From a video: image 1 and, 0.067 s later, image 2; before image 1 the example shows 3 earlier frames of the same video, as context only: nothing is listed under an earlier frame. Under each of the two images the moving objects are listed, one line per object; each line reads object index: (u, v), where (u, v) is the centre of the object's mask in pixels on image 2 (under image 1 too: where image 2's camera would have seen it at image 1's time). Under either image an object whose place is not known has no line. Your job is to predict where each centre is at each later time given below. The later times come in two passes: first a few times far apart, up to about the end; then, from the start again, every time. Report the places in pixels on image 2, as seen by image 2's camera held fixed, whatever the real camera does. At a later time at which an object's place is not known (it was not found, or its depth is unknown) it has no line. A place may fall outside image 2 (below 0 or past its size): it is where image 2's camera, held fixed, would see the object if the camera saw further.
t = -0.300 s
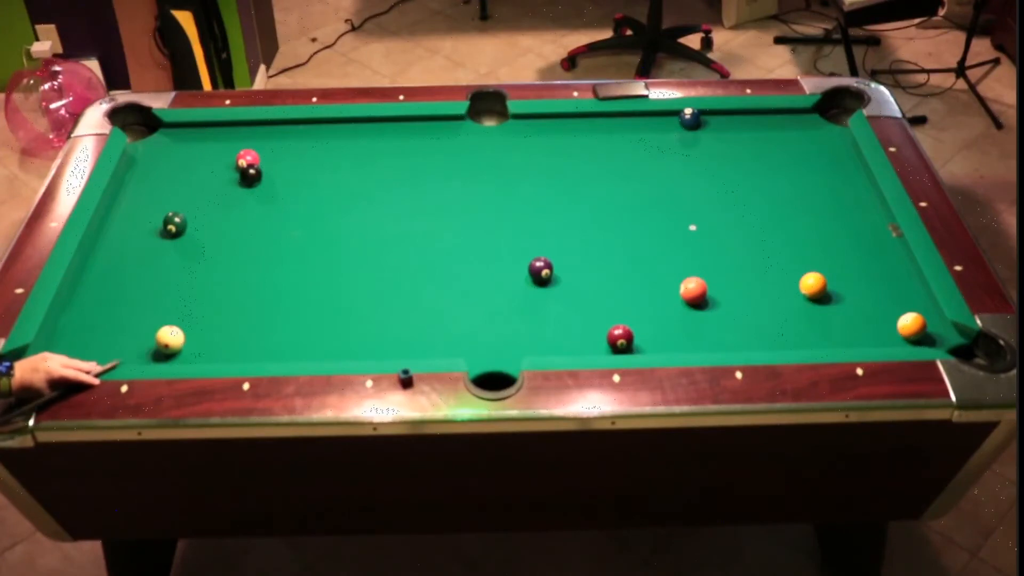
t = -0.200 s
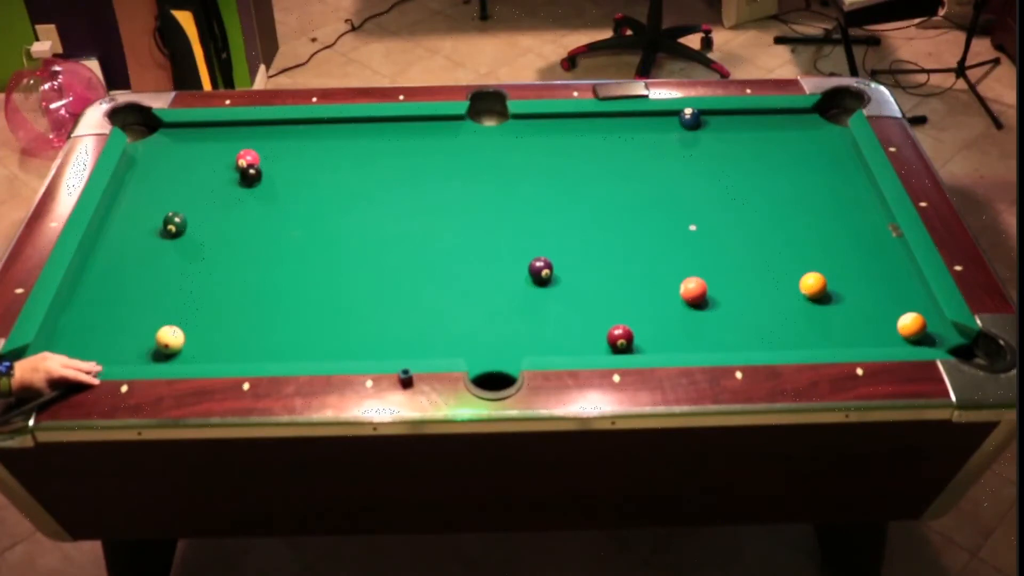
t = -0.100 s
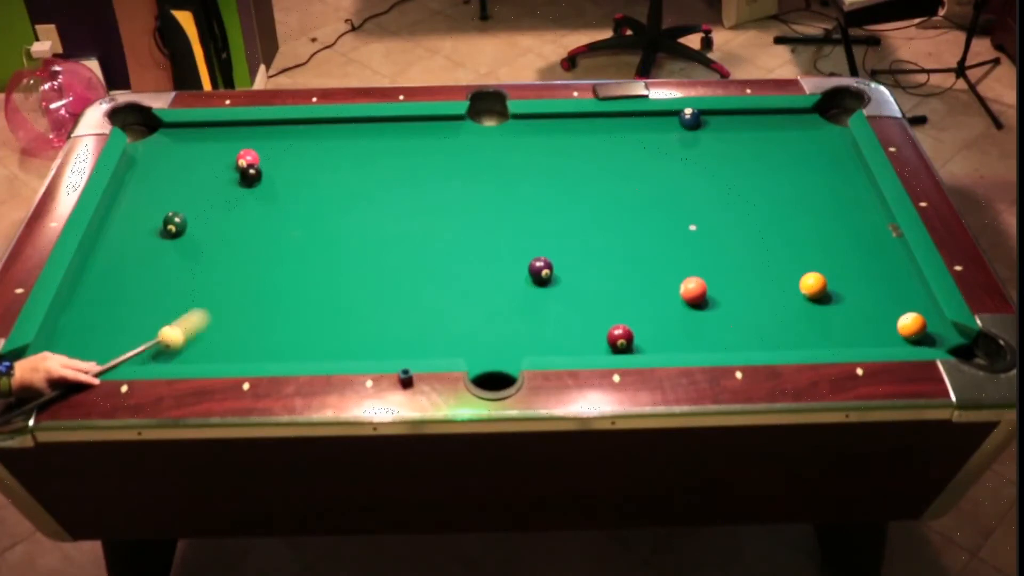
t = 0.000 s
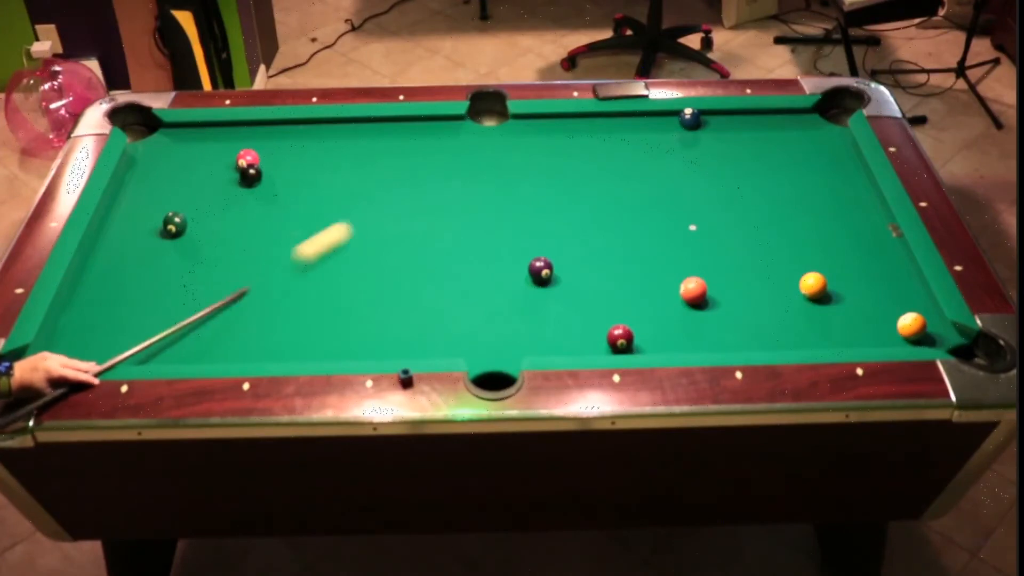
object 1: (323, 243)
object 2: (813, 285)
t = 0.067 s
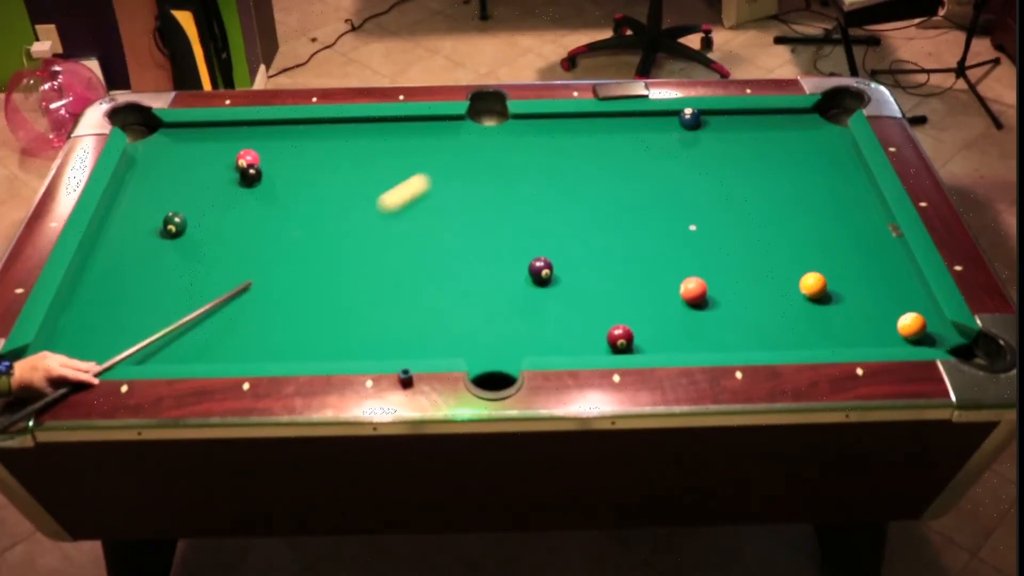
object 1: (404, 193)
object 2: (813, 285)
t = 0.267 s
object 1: (561, 143)
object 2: (813, 285)
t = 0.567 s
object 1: (717, 233)
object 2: (813, 285)
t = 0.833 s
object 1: (806, 281)
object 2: (884, 325)
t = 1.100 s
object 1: (852, 307)
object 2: (881, 318)
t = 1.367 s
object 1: (845, 311)
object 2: (922, 309)
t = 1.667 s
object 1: (839, 314)
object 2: (898, 303)
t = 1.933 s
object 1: (835, 316)
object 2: (869, 298)
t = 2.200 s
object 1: (833, 317)
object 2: (845, 294)
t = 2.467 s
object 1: (833, 317)
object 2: (823, 291)
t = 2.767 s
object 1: (832, 317)
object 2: (803, 288)
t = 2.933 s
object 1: (832, 317)
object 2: (793, 286)
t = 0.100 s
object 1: (440, 171)
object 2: (813, 285)
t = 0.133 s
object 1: (473, 151)
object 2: (813, 285)
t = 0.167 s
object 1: (504, 131)
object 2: (813, 285)
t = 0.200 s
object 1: (529, 121)
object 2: (813, 285)
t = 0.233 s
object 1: (545, 130)
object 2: (813, 285)
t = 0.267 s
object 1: (561, 143)
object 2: (813, 285)
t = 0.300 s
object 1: (577, 154)
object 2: (813, 285)
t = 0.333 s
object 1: (593, 165)
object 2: (813, 285)
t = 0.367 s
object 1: (609, 175)
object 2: (813, 285)
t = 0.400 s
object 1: (626, 185)
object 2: (813, 285)
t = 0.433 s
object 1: (644, 195)
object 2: (813, 285)
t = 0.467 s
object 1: (661, 203)
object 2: (813, 285)
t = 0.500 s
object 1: (679, 213)
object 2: (813, 285)
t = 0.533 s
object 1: (698, 223)
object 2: (813, 285)
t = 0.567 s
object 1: (717, 233)
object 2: (813, 285)
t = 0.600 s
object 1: (736, 243)
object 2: (813, 285)
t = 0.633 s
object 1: (756, 254)
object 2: (813, 285)
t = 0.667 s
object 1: (776, 265)
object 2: (813, 285)
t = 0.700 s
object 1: (790, 273)
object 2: (818, 287)
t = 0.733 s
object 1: (793, 275)
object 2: (838, 297)
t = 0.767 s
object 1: (796, 276)
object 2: (858, 308)
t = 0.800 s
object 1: (800, 278)
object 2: (876, 318)
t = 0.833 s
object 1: (806, 281)
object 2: (884, 325)
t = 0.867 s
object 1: (811, 284)
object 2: (885, 331)
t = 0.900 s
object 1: (817, 287)
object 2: (889, 336)
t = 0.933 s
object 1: (823, 291)
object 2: (889, 336)
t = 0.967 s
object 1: (829, 294)
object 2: (887, 333)
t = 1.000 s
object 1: (835, 297)
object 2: (885, 329)
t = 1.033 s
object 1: (841, 301)
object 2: (884, 326)
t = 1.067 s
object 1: (847, 304)
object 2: (882, 322)
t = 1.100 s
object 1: (852, 307)
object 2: (881, 318)
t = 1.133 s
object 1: (853, 308)
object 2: (885, 317)
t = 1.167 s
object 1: (851, 308)
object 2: (891, 316)
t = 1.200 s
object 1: (850, 309)
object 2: (897, 315)
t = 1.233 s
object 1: (849, 309)
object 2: (902, 314)
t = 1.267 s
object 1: (848, 310)
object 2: (907, 313)
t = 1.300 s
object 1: (847, 310)
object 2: (912, 312)
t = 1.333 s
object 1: (846, 310)
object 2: (917, 311)
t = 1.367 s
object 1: (845, 311)
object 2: (922, 309)
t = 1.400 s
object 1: (844, 311)
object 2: (927, 309)
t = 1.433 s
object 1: (843, 312)
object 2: (925, 308)
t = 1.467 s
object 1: (843, 312)
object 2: (921, 307)
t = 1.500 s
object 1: (842, 313)
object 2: (917, 306)
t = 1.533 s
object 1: (841, 313)
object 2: (913, 306)
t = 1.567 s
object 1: (841, 313)
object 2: (909, 305)
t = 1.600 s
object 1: (840, 314)
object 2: (905, 304)
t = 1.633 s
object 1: (839, 314)
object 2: (901, 304)
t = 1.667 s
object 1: (839, 314)
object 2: (898, 303)
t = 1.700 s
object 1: (838, 314)
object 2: (894, 302)
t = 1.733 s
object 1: (838, 315)
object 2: (890, 301)
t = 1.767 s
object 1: (837, 315)
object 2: (886, 301)
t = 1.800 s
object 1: (836, 315)
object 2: (883, 300)
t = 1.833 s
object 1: (836, 315)
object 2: (879, 300)
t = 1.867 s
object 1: (836, 316)
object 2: (876, 299)
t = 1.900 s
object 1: (835, 316)
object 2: (873, 299)
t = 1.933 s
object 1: (835, 316)
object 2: (869, 298)
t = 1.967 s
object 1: (835, 316)
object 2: (866, 297)
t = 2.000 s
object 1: (834, 316)
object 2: (863, 297)
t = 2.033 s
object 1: (834, 316)
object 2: (860, 296)
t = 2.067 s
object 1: (833, 316)
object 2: (857, 296)
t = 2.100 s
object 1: (833, 316)
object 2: (854, 295)
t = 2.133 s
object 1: (833, 316)
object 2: (851, 295)
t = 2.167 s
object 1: (833, 316)
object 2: (848, 294)
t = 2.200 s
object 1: (833, 317)
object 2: (845, 294)
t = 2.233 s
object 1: (833, 317)
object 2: (842, 293)
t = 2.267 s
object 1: (833, 317)
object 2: (839, 292)
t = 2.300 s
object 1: (833, 317)
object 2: (836, 292)
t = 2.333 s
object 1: (833, 316)
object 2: (833, 291)
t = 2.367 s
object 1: (833, 317)
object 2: (831, 291)
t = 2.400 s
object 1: (833, 317)
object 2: (828, 291)
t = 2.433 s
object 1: (833, 317)
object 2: (825, 291)
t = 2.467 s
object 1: (833, 317)
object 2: (823, 291)
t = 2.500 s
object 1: (832, 317)
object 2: (821, 291)
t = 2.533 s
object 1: (832, 317)
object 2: (818, 291)
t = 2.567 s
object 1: (833, 317)
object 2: (816, 290)
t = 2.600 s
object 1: (833, 317)
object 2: (814, 290)
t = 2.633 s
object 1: (833, 317)
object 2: (811, 289)
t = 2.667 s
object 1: (832, 317)
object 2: (809, 289)
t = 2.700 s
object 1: (833, 317)
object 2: (807, 289)
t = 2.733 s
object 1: (833, 317)
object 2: (805, 288)
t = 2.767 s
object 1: (832, 317)
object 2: (803, 288)
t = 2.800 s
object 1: (833, 317)
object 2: (801, 287)
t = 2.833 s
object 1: (833, 317)
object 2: (799, 287)
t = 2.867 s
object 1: (833, 317)
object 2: (797, 287)
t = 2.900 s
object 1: (832, 317)
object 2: (795, 286)
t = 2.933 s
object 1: (832, 317)
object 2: (793, 286)
